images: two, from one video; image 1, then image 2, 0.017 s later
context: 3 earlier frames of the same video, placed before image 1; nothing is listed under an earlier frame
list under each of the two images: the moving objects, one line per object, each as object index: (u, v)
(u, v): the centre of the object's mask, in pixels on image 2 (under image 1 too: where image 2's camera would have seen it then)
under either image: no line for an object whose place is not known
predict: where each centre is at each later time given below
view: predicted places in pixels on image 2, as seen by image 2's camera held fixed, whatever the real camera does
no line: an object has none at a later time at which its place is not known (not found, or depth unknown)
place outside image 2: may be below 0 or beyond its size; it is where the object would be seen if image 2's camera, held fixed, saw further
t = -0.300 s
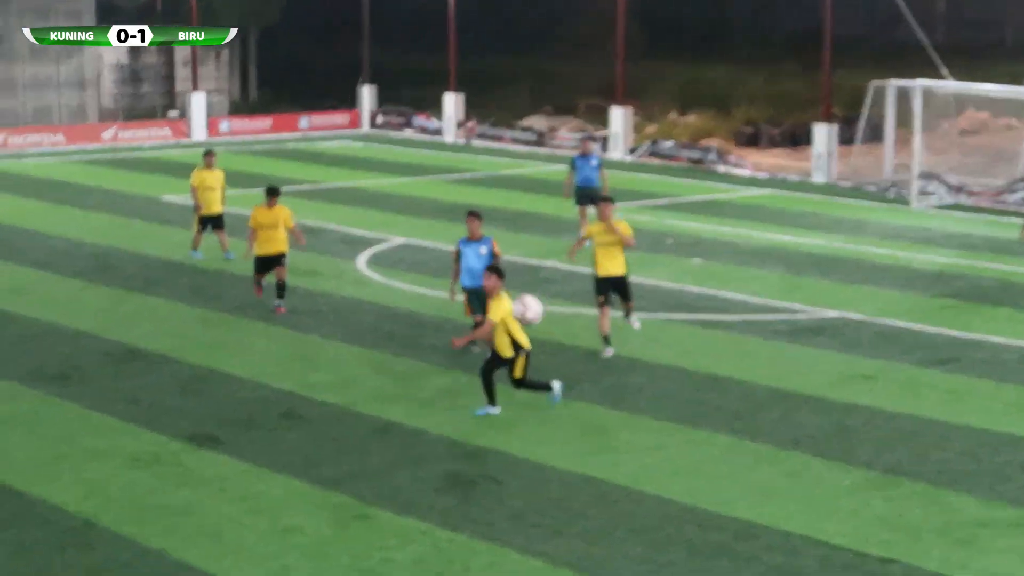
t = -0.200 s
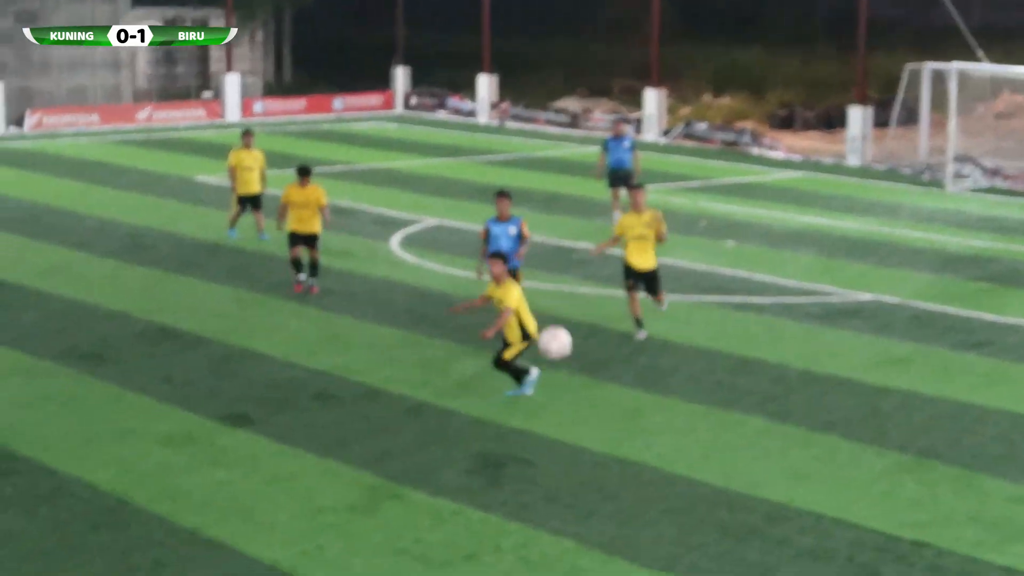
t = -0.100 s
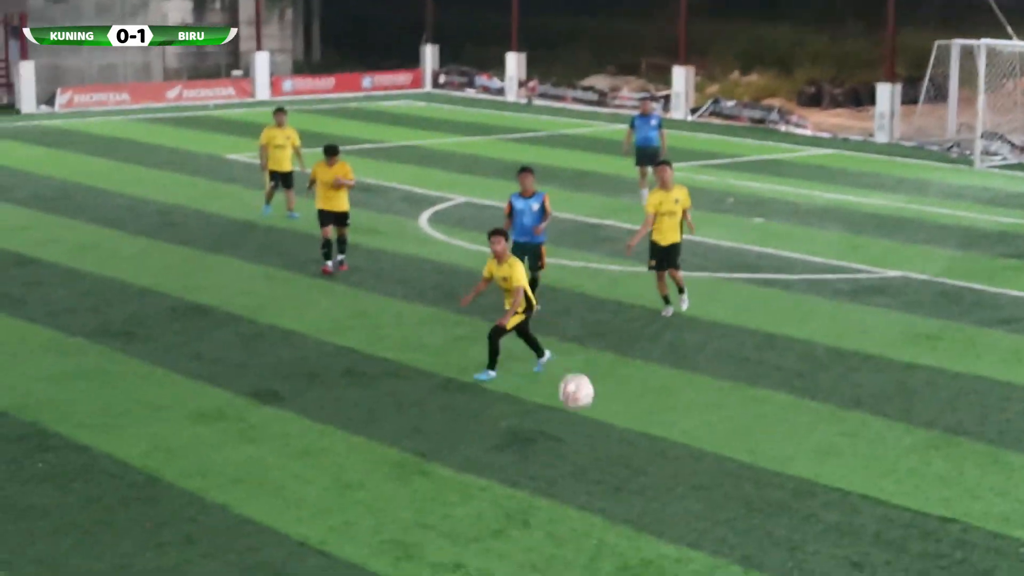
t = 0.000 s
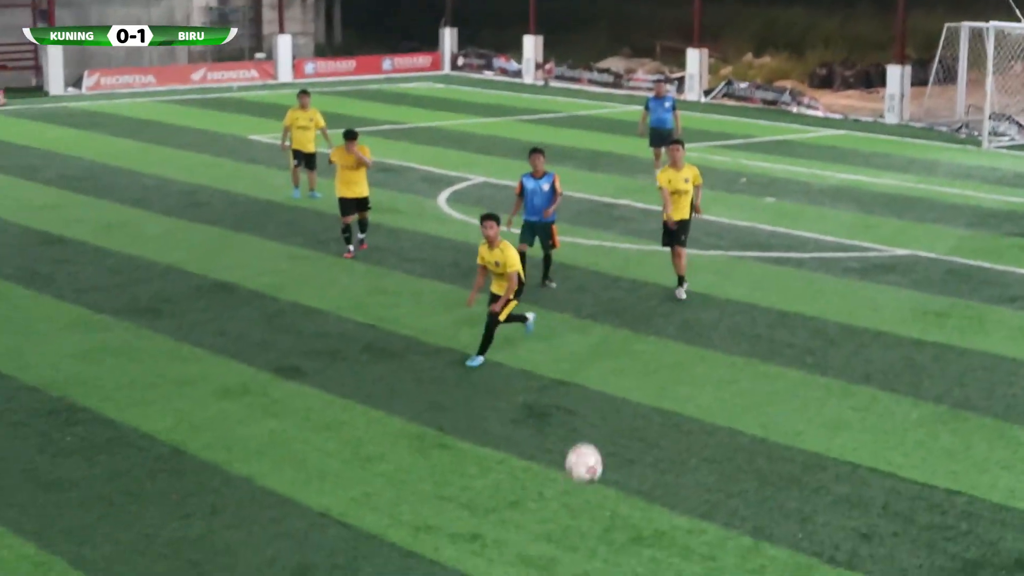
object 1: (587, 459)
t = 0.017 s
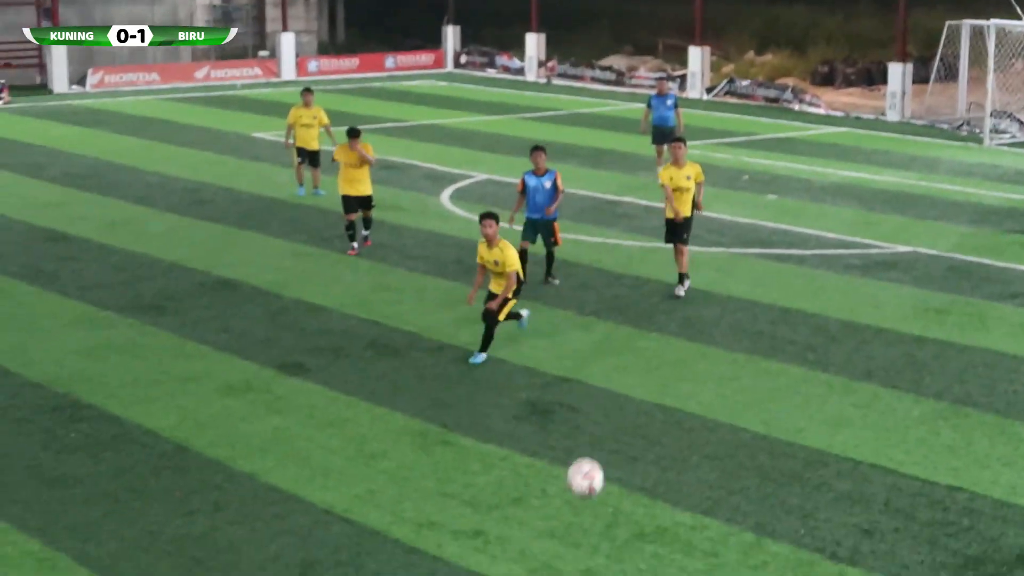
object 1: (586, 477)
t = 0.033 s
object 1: (584, 497)
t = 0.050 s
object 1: (582, 519)
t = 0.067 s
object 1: (581, 541)
